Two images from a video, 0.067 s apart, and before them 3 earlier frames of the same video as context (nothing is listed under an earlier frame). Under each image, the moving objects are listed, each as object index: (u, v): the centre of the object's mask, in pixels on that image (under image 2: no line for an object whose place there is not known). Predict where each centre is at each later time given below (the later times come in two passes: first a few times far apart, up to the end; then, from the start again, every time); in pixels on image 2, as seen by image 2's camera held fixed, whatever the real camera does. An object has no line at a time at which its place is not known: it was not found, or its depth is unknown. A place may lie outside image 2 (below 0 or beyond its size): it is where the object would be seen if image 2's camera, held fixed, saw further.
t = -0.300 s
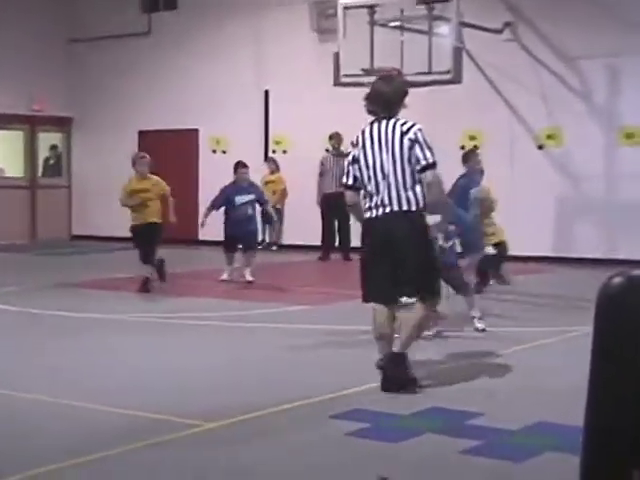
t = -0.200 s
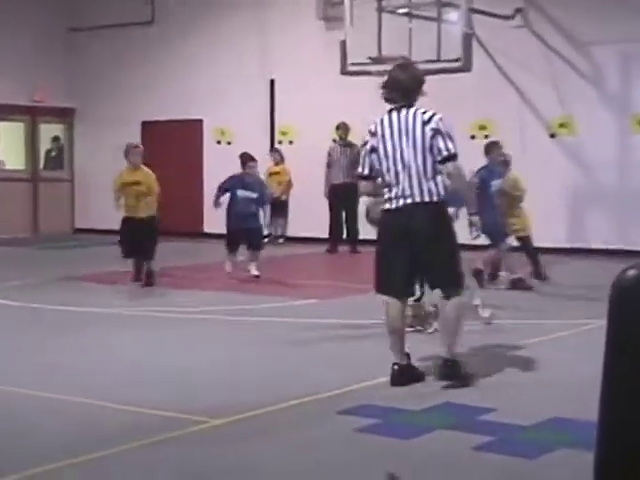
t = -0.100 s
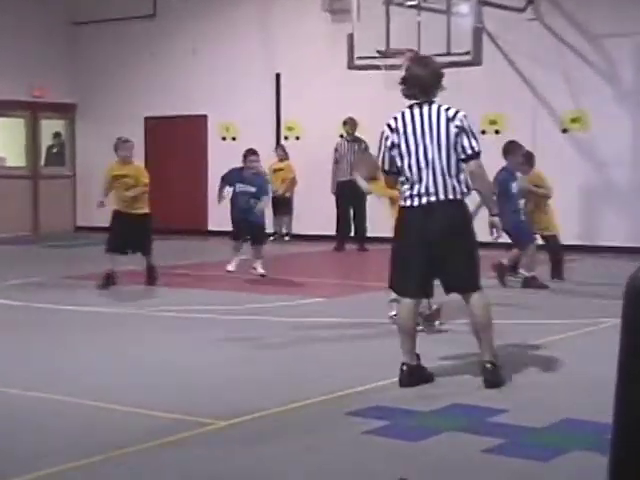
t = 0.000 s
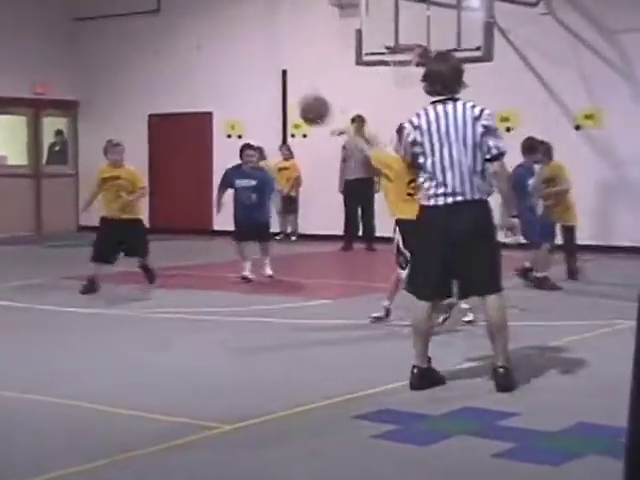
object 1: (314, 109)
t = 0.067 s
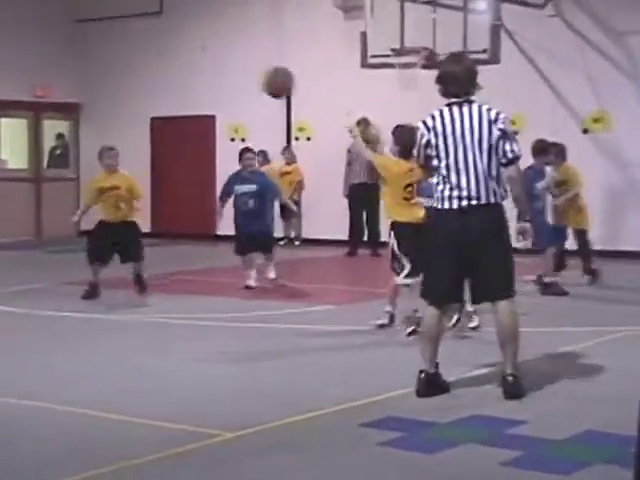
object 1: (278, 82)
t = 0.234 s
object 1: (183, 37)
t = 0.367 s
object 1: (115, 30)
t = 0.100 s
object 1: (258, 70)
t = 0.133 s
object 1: (239, 59)
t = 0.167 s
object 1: (219, 50)
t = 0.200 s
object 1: (201, 43)
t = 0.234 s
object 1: (183, 37)
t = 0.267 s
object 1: (166, 33)
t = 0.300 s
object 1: (148, 29)
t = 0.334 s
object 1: (132, 29)
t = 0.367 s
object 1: (115, 30)
